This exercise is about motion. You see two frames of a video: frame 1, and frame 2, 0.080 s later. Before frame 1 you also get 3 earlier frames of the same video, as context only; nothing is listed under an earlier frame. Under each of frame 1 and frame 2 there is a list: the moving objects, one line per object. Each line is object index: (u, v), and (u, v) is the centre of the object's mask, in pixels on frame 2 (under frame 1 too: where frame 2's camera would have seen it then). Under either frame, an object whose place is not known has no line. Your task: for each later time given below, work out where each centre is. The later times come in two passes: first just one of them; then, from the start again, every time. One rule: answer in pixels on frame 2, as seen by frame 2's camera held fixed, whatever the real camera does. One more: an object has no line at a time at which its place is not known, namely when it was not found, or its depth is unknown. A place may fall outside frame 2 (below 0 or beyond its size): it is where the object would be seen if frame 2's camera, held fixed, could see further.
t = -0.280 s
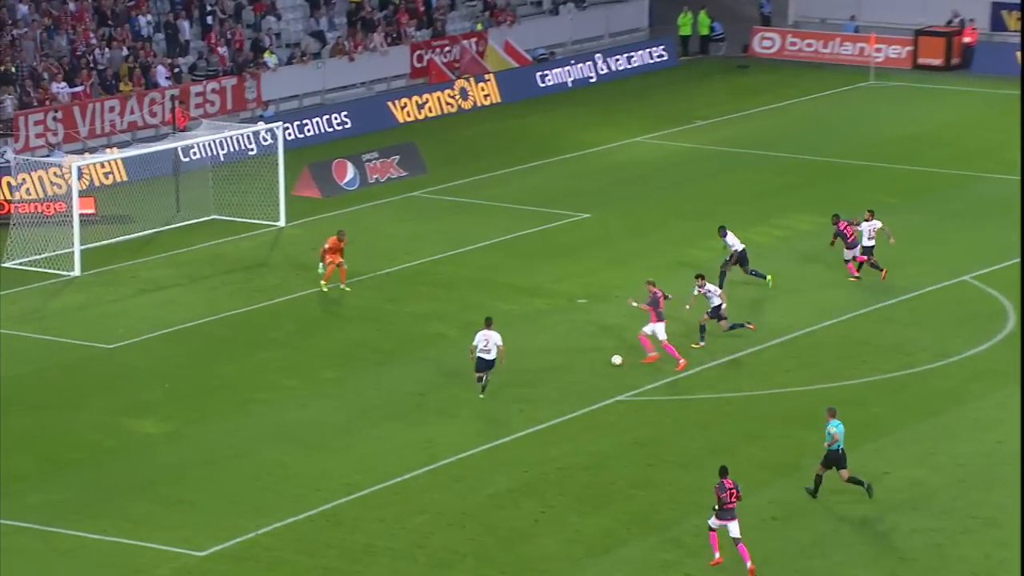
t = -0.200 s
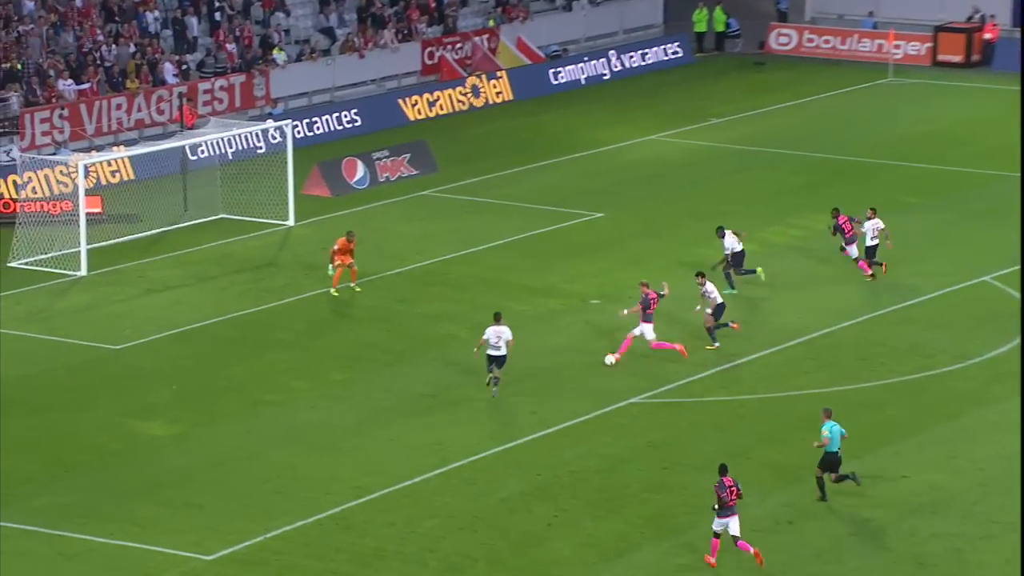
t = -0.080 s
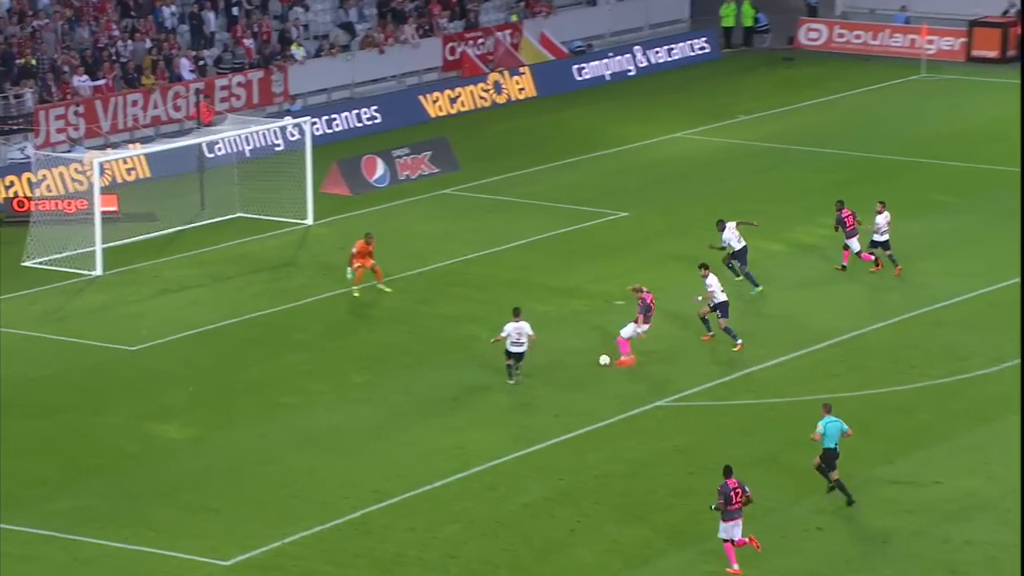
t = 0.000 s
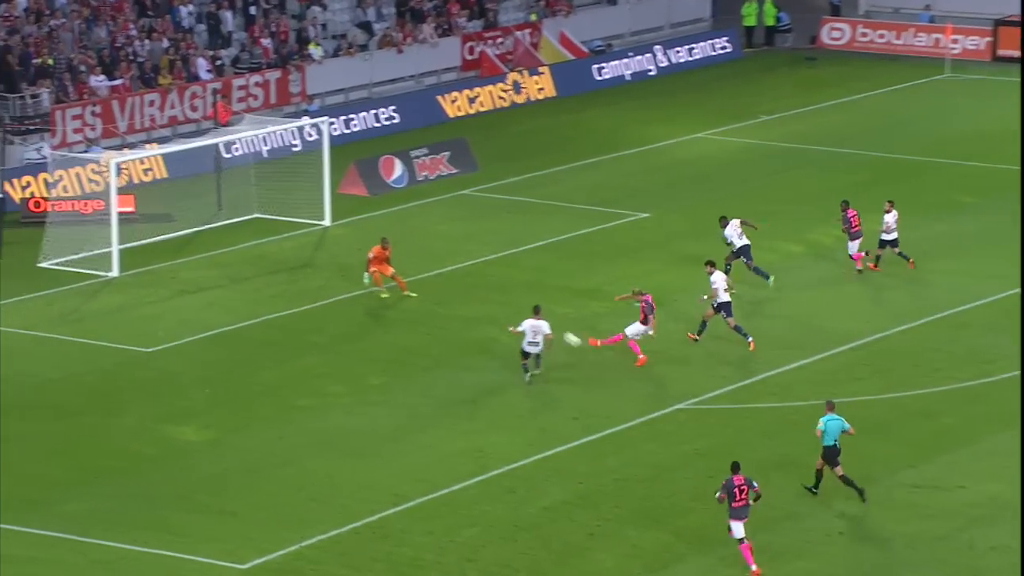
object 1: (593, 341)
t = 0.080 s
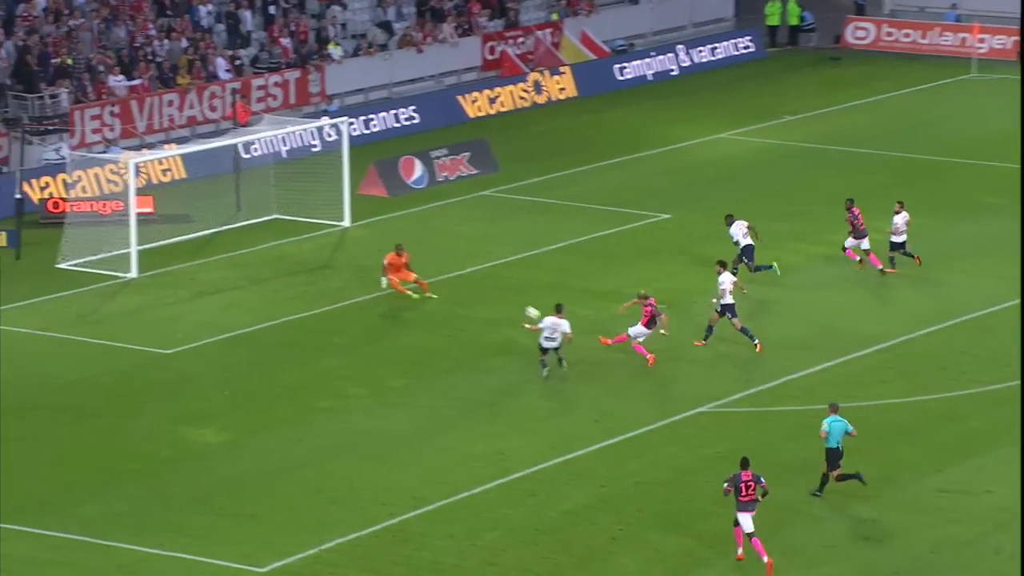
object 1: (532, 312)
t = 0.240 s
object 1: (433, 273)
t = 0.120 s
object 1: (505, 300)
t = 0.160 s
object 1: (479, 290)
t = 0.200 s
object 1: (455, 281)
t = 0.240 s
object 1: (433, 273)
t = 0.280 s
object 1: (412, 267)
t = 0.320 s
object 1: (393, 261)
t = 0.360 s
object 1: (374, 257)
